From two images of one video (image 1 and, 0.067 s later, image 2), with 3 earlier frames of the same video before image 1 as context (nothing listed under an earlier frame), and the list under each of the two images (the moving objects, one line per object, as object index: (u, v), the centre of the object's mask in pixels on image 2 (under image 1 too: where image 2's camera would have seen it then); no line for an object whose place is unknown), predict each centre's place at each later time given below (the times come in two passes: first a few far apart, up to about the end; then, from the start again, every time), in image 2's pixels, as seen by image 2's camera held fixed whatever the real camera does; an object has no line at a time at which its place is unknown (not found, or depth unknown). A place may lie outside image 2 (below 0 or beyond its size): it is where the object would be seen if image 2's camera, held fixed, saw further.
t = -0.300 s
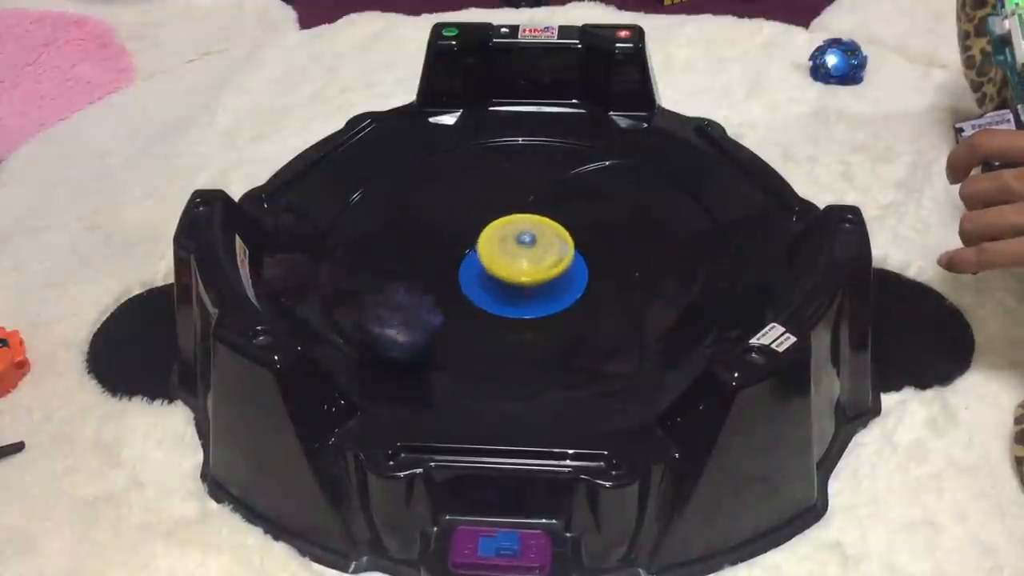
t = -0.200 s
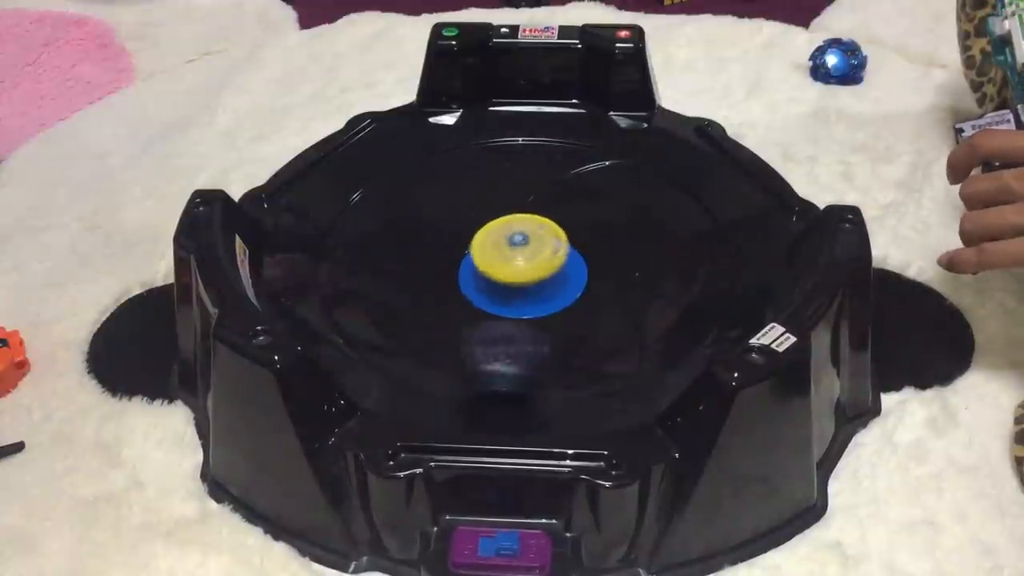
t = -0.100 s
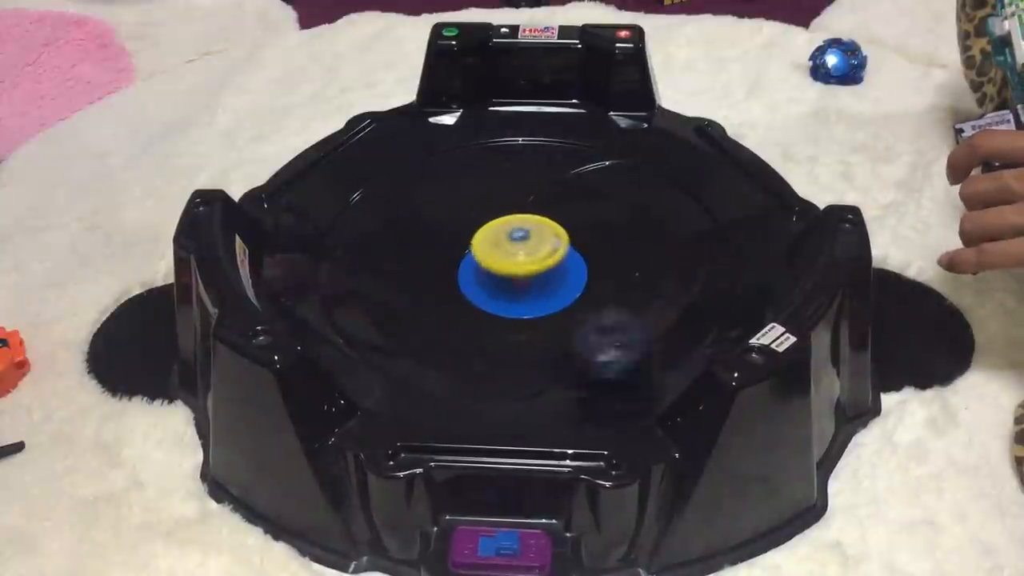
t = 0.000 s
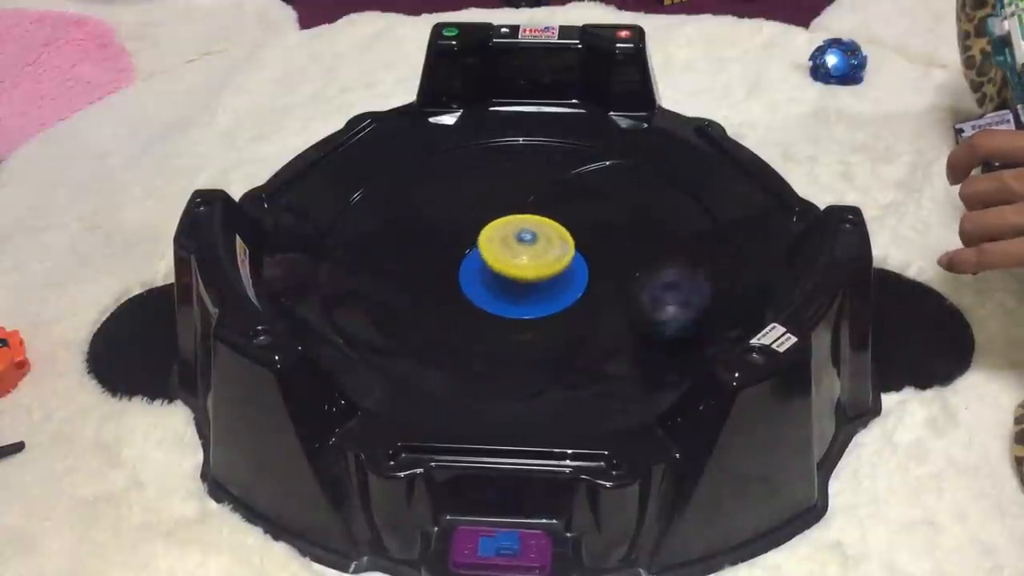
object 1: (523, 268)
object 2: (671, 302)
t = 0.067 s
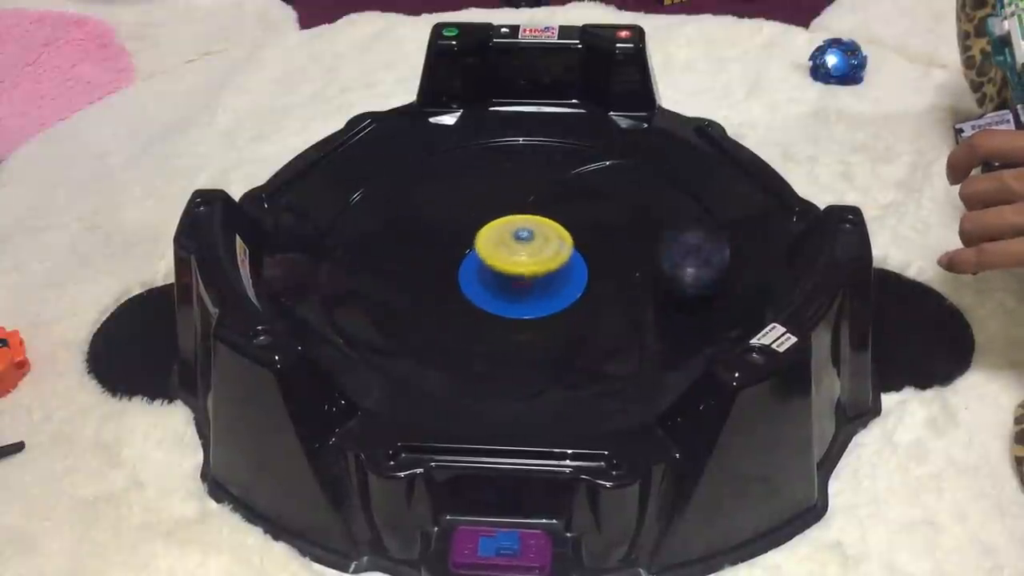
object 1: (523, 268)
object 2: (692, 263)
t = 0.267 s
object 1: (522, 268)
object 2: (642, 156)
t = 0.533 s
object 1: (523, 268)
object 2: (429, 164)
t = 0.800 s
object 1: (523, 268)
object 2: (383, 309)
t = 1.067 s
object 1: (522, 268)
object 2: (632, 349)
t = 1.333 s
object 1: (524, 268)
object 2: (676, 206)
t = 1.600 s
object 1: (522, 268)
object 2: (489, 153)
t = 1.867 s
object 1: (523, 268)
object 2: (341, 247)
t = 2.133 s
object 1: (522, 268)
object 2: (505, 360)
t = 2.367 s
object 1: (522, 268)
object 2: (661, 288)
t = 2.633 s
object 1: (523, 268)
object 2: (608, 163)
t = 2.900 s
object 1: (523, 268)
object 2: (429, 163)
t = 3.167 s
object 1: (522, 268)
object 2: (376, 286)
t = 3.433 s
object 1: (523, 268)
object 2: (585, 341)
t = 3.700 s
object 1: (522, 268)
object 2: (693, 239)
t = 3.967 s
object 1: (524, 268)
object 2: (579, 150)
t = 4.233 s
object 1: (522, 268)
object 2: (407, 192)
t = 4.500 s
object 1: (524, 268)
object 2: (394, 307)
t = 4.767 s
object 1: (522, 268)
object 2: (597, 348)
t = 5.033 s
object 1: (524, 268)
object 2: (681, 241)
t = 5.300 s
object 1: (522, 268)
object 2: (560, 155)
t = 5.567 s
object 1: (524, 268)
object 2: (400, 181)
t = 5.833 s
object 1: (522, 268)
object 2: (375, 292)
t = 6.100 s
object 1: (523, 267)
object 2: (561, 342)
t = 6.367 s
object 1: (522, 268)
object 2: (663, 259)
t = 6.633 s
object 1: (524, 268)
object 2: (596, 161)
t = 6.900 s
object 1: (522, 268)
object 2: (439, 169)
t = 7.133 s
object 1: (522, 268)
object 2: (372, 260)
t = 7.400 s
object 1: (524, 267)
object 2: (481, 345)
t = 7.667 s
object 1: (522, 268)
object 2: (655, 315)
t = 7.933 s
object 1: (523, 268)
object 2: (665, 209)
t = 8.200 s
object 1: (523, 268)
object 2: (538, 161)
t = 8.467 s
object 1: (523, 268)
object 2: (390, 194)
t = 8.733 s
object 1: (523, 268)
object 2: (375, 288)
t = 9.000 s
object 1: (522, 265)
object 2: (537, 340)
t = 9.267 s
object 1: (523, 268)
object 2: (650, 268)
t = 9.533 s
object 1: (523, 268)
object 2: (621, 175)
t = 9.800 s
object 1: (528, 267)
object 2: (495, 153)
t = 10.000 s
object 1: (533, 265)
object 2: (406, 196)
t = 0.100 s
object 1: (523, 268)
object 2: (697, 245)
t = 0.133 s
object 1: (522, 268)
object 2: (696, 225)
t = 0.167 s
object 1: (524, 268)
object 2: (686, 203)
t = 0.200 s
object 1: (522, 268)
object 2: (676, 187)
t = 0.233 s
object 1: (524, 268)
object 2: (661, 169)
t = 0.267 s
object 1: (522, 268)
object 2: (642, 156)
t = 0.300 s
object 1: (523, 268)
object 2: (619, 145)
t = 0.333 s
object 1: (523, 268)
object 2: (594, 144)
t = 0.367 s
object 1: (522, 268)
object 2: (568, 141)
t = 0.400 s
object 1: (524, 268)
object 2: (541, 141)
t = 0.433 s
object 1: (522, 268)
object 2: (509, 152)
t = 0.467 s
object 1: (523, 268)
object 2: (480, 150)
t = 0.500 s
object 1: (522, 268)
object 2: (454, 155)
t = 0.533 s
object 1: (523, 268)
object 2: (429, 164)
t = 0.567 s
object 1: (523, 268)
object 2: (405, 178)
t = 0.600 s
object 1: (522, 268)
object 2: (385, 197)
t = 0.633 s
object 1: (524, 268)
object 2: (371, 214)
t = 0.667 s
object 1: (522, 268)
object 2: (365, 234)
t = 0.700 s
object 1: (524, 268)
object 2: (357, 253)
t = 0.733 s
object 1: (522, 268)
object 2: (359, 269)
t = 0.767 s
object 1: (523, 268)
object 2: (369, 288)
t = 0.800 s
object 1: (523, 268)
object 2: (383, 309)
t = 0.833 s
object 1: (522, 268)
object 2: (405, 326)
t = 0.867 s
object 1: (524, 268)
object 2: (428, 340)
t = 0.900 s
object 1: (522, 268)
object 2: (461, 353)
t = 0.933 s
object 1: (524, 268)
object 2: (494, 363)
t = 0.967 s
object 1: (522, 268)
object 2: (530, 363)
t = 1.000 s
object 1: (523, 268)
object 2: (566, 362)
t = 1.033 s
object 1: (523, 268)
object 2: (601, 359)
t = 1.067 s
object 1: (522, 268)
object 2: (632, 349)
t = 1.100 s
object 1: (524, 268)
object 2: (652, 332)
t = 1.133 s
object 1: (522, 268)
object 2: (665, 315)
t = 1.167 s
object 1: (524, 268)
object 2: (676, 299)
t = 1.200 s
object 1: (522, 268)
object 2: (690, 278)
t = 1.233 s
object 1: (523, 268)
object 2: (695, 260)
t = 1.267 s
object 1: (523, 268)
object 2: (694, 240)
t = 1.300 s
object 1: (522, 268)
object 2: (689, 221)
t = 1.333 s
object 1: (524, 268)
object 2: (676, 206)
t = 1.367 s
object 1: (522, 268)
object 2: (660, 189)
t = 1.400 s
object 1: (524, 268)
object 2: (642, 176)
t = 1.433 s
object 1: (522, 268)
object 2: (618, 165)
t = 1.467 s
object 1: (523, 268)
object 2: (594, 157)
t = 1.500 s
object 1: (523, 268)
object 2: (567, 151)
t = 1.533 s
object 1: (522, 268)
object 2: (543, 151)
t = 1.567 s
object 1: (524, 268)
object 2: (517, 152)
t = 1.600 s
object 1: (522, 268)
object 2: (489, 153)
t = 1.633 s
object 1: (524, 268)
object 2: (463, 156)
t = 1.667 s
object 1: (522, 268)
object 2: (439, 162)
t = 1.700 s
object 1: (523, 268)
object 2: (414, 172)
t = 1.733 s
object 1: (523, 268)
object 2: (392, 183)
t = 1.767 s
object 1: (522, 268)
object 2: (376, 198)
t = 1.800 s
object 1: (524, 268)
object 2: (360, 214)
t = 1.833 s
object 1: (522, 268)
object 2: (346, 231)
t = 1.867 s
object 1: (523, 268)
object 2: (341, 247)
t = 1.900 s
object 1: (522, 268)
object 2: (346, 263)
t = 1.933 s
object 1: (523, 268)
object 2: (356, 280)
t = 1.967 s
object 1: (523, 268)
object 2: (372, 295)
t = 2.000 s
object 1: (522, 268)
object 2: (392, 315)
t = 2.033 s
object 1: (524, 268)
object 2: (413, 330)
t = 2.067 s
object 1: (522, 268)
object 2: (440, 345)
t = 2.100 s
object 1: (524, 268)
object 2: (473, 354)
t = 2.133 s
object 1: (522, 268)
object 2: (505, 360)
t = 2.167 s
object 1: (523, 268)
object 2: (539, 357)
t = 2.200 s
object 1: (523, 268)
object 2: (572, 351)
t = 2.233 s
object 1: (522, 268)
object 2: (596, 343)
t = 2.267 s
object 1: (524, 268)
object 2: (628, 331)
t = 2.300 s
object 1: (522, 268)
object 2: (646, 316)
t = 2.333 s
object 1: (524, 268)
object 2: (651, 303)
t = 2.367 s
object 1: (522, 268)
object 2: (661, 288)
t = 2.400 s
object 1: (523, 268)
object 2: (665, 271)
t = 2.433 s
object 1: (523, 268)
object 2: (669, 256)
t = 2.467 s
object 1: (522, 268)
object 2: (668, 239)
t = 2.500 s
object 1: (524, 268)
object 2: (661, 220)
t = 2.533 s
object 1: (522, 268)
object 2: (654, 204)
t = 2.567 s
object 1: (524, 268)
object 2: (643, 189)
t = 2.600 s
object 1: (522, 268)
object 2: (625, 176)
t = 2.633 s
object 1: (523, 268)
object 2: (608, 163)
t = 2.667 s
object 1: (523, 268)
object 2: (590, 153)
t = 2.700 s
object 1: (522, 268)
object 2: (569, 147)
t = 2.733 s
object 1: (524, 268)
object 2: (550, 149)
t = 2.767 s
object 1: (522, 268)
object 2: (528, 154)
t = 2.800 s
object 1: (524, 268)
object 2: (502, 151)
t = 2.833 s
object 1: (522, 268)
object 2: (477, 151)
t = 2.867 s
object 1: (523, 268)
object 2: (456, 156)
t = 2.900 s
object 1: (523, 268)
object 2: (429, 163)
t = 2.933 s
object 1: (522, 268)
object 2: (407, 175)
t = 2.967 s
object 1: (523, 268)
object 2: (389, 191)
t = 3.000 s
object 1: (522, 268)
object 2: (376, 203)
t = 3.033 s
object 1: (524, 268)
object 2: (365, 220)
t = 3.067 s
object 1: (522, 268)
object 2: (358, 240)
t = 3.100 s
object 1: (523, 268)
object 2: (355, 257)
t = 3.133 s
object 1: (523, 268)
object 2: (362, 271)
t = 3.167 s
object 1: (522, 268)
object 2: (376, 286)
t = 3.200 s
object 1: (524, 268)
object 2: (391, 299)
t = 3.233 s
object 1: (522, 268)
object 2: (410, 314)
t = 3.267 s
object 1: (524, 268)
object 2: (435, 327)
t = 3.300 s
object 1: (522, 268)
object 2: (463, 337)
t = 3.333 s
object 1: (524, 267)
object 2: (491, 345)
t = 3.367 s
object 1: (523, 266)
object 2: (526, 349)
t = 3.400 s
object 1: (522, 267)
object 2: (553, 347)
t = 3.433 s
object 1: (523, 268)
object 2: (585, 341)
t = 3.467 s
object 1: (522, 268)
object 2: (614, 332)
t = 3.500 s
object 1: (524, 268)
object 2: (640, 323)
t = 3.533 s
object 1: (522, 268)
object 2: (653, 312)
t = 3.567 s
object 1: (523, 268)
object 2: (665, 299)
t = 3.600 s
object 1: (522, 268)
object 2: (677, 286)
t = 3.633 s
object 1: (523, 268)
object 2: (686, 271)
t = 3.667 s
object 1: (523, 268)
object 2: (693, 256)
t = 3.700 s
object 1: (522, 268)
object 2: (693, 239)
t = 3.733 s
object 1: (524, 268)
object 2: (689, 223)
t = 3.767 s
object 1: (522, 268)
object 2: (682, 209)
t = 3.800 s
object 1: (523, 268)
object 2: (669, 196)
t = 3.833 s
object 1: (522, 268)
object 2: (654, 182)
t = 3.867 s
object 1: (523, 268)
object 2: (637, 173)
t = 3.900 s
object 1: (523, 268)
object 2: (619, 163)
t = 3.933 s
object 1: (522, 268)
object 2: (597, 155)
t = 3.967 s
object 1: (524, 268)
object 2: (579, 150)
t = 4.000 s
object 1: (522, 268)
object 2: (556, 151)
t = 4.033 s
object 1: (524, 268)
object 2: (534, 154)
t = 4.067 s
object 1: (522, 268)
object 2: (510, 156)
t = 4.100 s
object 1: (523, 268)
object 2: (488, 156)
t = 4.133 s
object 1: (523, 268)
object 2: (466, 162)
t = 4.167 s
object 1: (522, 268)
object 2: (442, 172)
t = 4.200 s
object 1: (524, 268)
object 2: (423, 181)
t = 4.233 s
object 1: (522, 268)
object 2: (407, 192)
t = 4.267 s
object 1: (524, 268)
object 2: (392, 203)
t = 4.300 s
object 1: (522, 268)
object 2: (381, 220)
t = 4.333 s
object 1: (523, 268)
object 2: (374, 237)
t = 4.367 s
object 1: (522, 268)
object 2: (368, 253)
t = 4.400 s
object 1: (523, 268)
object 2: (366, 267)
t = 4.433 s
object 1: (523, 268)
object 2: (371, 279)
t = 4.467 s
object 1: (522, 268)
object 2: (381, 292)
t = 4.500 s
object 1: (524, 268)
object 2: (394, 307)
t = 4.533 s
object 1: (522, 268)
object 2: (409, 323)
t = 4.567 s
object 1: (524, 268)
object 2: (427, 335)
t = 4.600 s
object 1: (522, 268)
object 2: (454, 346)
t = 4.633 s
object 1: (523, 268)
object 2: (480, 356)
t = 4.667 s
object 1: (523, 268)
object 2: (512, 357)
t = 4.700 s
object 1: (522, 268)
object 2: (539, 359)
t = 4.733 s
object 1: (524, 268)
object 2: (570, 355)
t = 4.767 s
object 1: (522, 268)
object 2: (597, 348)
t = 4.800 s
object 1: (524, 268)
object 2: (623, 343)
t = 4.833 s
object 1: (522, 268)
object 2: (647, 331)
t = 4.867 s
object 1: (524, 268)
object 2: (656, 318)
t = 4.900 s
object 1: (523, 268)
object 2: (666, 303)
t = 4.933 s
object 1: (523, 268)
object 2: (675, 288)
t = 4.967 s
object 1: (523, 268)
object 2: (680, 271)
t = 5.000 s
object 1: (522, 268)
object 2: (681, 256)
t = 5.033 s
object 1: (524, 268)
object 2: (681, 241)
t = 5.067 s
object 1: (522, 268)
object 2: (675, 224)
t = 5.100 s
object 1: (524, 268)
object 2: (664, 210)
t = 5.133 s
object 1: (522, 268)
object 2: (651, 197)
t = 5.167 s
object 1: (523, 268)
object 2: (634, 184)
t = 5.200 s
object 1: (523, 268)
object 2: (618, 175)
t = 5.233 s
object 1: (522, 268)
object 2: (600, 168)
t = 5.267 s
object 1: (524, 268)
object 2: (580, 159)
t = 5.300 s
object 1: (522, 268)
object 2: (560, 155)
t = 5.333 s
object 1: (524, 268)
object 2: (544, 155)
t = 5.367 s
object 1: (522, 268)
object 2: (526, 155)
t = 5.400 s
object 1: (523, 268)
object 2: (501, 155)
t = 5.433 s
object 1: (522, 268)
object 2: (479, 153)
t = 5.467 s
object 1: (523, 268)
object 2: (461, 158)
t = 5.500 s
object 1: (523, 268)
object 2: (439, 163)
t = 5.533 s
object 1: (522, 268)
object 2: (419, 171)
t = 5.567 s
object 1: (524, 268)
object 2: (400, 181)
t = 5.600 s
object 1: (522, 268)
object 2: (384, 194)
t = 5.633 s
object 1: (524, 268)
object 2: (372, 204)
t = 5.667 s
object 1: (522, 268)
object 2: (363, 221)
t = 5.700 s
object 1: (523, 268)
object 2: (354, 236)
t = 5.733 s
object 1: (523, 268)
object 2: (349, 252)
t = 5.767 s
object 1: (522, 268)
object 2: (353, 263)
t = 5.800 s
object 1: (524, 268)
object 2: (364, 277)
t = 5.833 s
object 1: (522, 268)
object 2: (375, 292)
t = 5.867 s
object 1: (524, 268)
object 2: (392, 306)
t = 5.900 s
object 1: (522, 268)
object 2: (408, 319)
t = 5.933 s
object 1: (523, 268)
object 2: (429, 331)
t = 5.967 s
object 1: (522, 268)
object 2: (453, 340)
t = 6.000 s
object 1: (523, 267)
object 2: (479, 345)
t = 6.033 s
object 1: (524, 267)
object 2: (509, 347)
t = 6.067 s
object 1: (522, 266)
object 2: (535, 345)
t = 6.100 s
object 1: (523, 267)
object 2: (561, 342)
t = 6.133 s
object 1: (521, 267)
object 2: (589, 332)
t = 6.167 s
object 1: (524, 268)
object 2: (612, 325)
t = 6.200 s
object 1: (522, 268)
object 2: (631, 315)
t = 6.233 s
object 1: (523, 268)
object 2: (643, 302)
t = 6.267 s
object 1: (523, 268)
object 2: (648, 294)
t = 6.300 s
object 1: (522, 268)
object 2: (653, 283)
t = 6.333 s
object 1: (524, 268)
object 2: (657, 271)
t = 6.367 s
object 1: (522, 268)
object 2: (663, 259)
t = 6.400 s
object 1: (524, 268)
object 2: (663, 242)
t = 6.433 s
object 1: (522, 268)
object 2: (662, 228)
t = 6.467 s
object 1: (523, 268)
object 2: (660, 213)
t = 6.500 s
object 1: (523, 268)
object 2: (651, 199)
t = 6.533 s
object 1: (523, 268)
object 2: (641, 188)
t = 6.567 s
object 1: (523, 268)
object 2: (628, 177)
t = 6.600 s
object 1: (522, 268)
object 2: (613, 169)
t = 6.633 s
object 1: (524, 268)
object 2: (596, 161)
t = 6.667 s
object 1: (522, 268)
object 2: (579, 153)
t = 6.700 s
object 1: (524, 268)
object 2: (560, 154)
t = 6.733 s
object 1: (522, 268)
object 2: (542, 154)
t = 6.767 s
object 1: (523, 268)
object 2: (519, 152)
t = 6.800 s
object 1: (523, 268)
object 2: (497, 153)
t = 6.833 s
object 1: (522, 268)
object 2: (477, 153)
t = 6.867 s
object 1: (524, 268)
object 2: (457, 160)
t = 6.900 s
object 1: (522, 268)
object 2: (439, 169)
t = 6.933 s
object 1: (524, 268)
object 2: (419, 179)
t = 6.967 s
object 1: (522, 268)
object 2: (405, 189)
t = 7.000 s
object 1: (523, 268)
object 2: (393, 199)
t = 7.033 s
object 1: (522, 268)
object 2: (384, 212)
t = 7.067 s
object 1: (523, 268)
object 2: (380, 228)
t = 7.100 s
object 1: (523, 268)
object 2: (374, 240)
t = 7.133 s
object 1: (522, 268)
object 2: (372, 260)
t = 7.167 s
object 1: (524, 268)
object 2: (374, 272)
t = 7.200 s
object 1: (522, 268)
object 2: (384, 279)
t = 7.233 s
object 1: (524, 268)
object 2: (395, 289)
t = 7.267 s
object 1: (522, 268)
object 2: (405, 301)
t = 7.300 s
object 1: (523, 268)
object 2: (422, 314)
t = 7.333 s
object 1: (523, 268)
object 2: (437, 326)
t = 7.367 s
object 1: (523, 267)
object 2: (458, 337)
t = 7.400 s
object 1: (524, 267)
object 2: (481, 345)
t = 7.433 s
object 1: (522, 267)
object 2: (505, 347)
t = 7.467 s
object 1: (524, 267)
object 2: (530, 350)
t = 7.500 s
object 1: (522, 268)
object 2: (556, 350)
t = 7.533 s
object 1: (524, 268)
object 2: (579, 348)
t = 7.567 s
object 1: (522, 268)
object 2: (601, 343)
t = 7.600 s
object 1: (523, 268)
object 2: (624, 335)
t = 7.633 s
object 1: (523, 268)
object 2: (647, 326)
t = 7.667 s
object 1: (522, 268)
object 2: (655, 315)
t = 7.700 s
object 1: (524, 268)
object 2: (666, 303)
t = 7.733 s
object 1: (522, 268)
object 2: (676, 289)
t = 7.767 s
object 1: (524, 268)
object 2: (682, 277)
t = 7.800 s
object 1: (522, 268)
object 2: (686, 262)
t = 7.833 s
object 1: (524, 268)
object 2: (686, 246)
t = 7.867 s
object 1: (522, 268)
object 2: (681, 233)
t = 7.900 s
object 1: (523, 268)
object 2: (674, 220)
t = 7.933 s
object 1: (523, 268)
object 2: (665, 209)
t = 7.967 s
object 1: (522, 268)
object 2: (652, 197)
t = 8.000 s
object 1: (524, 268)
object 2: (637, 187)
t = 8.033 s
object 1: (522, 268)
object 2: (618, 180)
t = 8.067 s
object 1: (524, 268)
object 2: (602, 172)
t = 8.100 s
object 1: (522, 268)
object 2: (583, 166)
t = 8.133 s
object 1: (523, 268)
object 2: (563, 160)
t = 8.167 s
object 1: (523, 268)
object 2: (550, 157)
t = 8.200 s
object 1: (523, 268)
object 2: (538, 161)
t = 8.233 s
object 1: (523, 268)
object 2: (521, 161)
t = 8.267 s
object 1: (522, 268)
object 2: (500, 163)
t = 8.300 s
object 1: (524, 268)
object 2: (481, 164)
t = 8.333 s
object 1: (522, 268)
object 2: (460, 167)
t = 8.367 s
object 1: (524, 268)
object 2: (441, 172)
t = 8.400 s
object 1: (522, 268)
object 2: (422, 178)
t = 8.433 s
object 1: (523, 268)
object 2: (406, 185)
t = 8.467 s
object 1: (523, 268)
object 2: (390, 194)
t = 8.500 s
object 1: (522, 268)
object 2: (377, 202)
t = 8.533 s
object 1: (524, 268)
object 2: (366, 214)
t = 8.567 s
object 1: (522, 268)
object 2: (360, 228)
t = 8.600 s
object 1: (524, 268)
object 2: (353, 241)
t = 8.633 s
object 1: (522, 268)
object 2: (350, 254)
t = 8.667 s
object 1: (523, 268)
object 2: (357, 264)
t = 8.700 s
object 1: (522, 268)
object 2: (366, 276)
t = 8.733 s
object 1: (523, 268)
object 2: (375, 288)
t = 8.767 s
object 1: (523, 268)
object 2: (387, 301)
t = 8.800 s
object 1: (522, 268)
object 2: (402, 314)
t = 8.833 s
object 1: (524, 268)
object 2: (420, 322)
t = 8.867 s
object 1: (522, 268)
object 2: (440, 330)
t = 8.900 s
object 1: (524, 267)
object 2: (464, 338)
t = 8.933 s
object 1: (523, 266)
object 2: (486, 341)
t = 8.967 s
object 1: (524, 265)
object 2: (508, 341)
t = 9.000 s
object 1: (522, 265)
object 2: (537, 340)
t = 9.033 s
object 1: (521, 265)
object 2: (559, 335)
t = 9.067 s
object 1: (521, 266)
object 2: (577, 327)
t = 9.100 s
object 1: (520, 267)
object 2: (600, 317)
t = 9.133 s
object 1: (523, 268)
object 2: (617, 310)
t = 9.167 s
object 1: (522, 268)
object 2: (636, 298)
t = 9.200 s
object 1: (524, 268)
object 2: (642, 288)
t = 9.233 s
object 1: (522, 268)
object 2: (645, 280)
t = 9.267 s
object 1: (523, 268)
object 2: (650, 268)
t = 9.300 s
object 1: (523, 268)
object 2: (654, 255)
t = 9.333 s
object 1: (522, 268)
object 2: (655, 244)
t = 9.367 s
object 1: (524, 268)
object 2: (657, 230)
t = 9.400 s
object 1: (522, 268)
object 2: (655, 218)
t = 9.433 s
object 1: (524, 268)
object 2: (649, 204)
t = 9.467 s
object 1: (522, 268)
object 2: (643, 193)
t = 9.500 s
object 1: (523, 268)
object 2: (633, 185)
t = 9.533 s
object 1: (523, 268)
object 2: (621, 175)
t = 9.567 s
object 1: (522, 267)
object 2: (609, 166)
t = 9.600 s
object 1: (524, 268)
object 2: (594, 160)
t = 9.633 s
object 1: (521, 268)
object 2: (579, 154)
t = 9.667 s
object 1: (523, 267)
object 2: (564, 152)
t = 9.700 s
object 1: (524, 268)
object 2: (548, 154)
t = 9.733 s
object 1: (521, 267)
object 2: (532, 152)
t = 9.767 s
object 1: (524, 266)
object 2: (514, 154)
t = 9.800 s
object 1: (528, 267)
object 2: (495, 153)
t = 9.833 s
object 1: (530, 267)
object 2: (477, 157)
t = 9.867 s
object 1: (532, 267)
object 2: (460, 162)
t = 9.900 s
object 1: (532, 267)
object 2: (443, 168)
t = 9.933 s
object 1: (533, 266)
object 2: (429, 177)
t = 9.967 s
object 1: (533, 266)
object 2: (417, 187)
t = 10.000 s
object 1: (533, 265)
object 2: (406, 196)
